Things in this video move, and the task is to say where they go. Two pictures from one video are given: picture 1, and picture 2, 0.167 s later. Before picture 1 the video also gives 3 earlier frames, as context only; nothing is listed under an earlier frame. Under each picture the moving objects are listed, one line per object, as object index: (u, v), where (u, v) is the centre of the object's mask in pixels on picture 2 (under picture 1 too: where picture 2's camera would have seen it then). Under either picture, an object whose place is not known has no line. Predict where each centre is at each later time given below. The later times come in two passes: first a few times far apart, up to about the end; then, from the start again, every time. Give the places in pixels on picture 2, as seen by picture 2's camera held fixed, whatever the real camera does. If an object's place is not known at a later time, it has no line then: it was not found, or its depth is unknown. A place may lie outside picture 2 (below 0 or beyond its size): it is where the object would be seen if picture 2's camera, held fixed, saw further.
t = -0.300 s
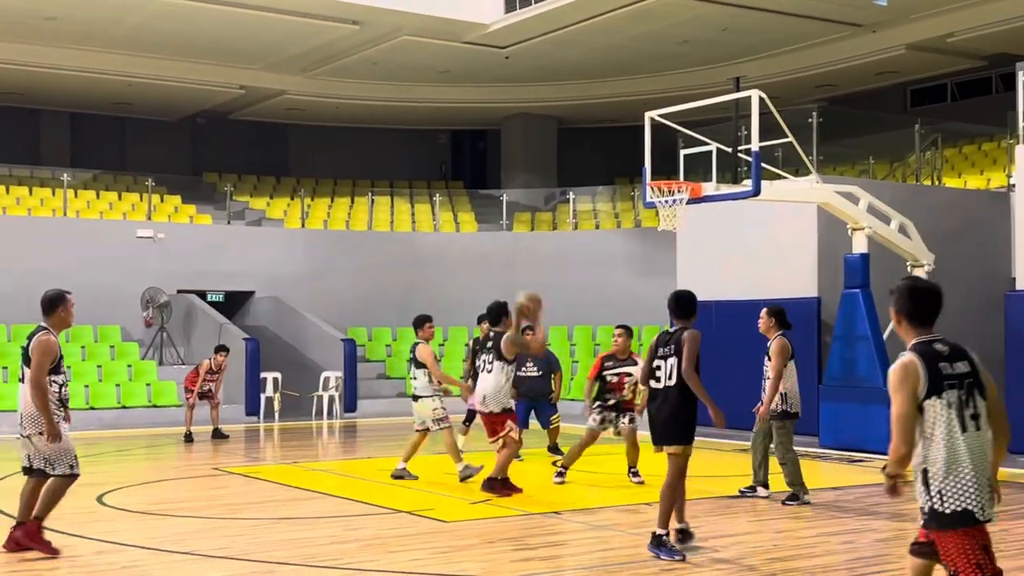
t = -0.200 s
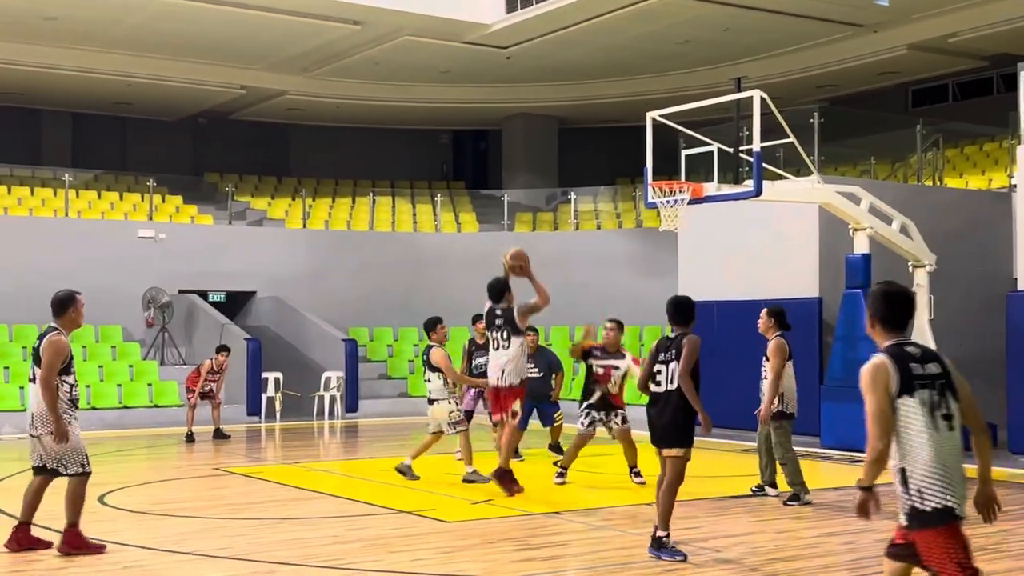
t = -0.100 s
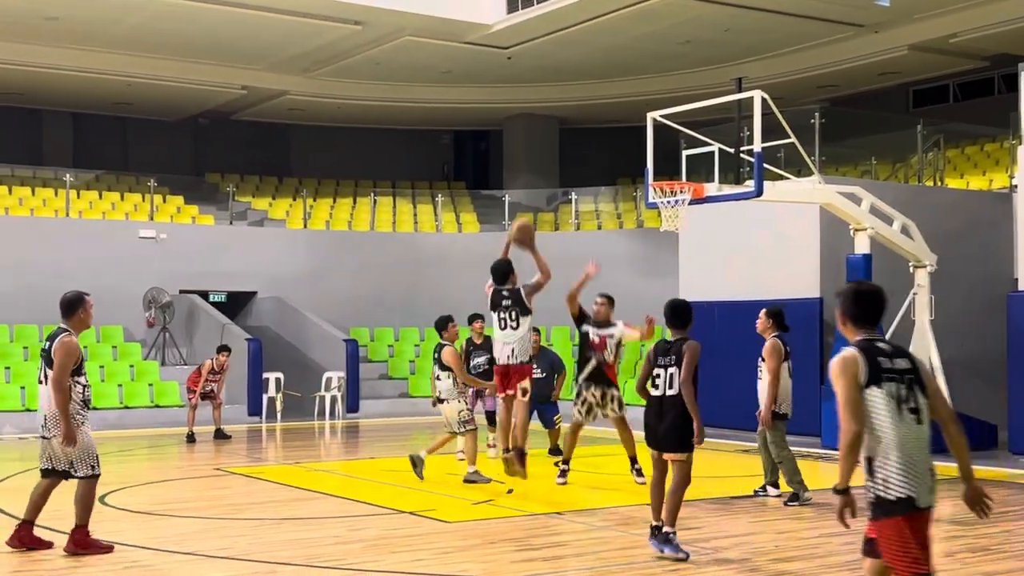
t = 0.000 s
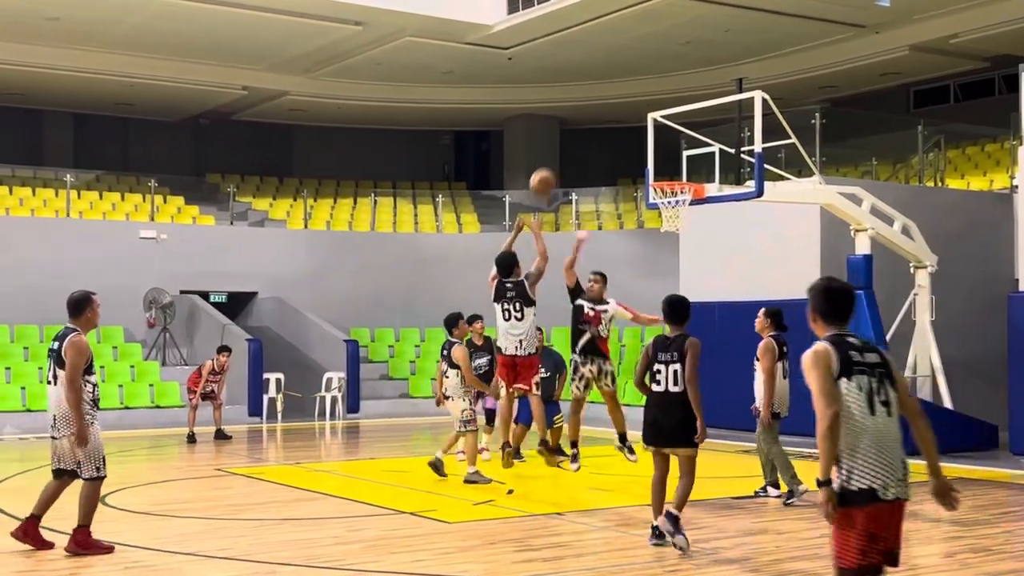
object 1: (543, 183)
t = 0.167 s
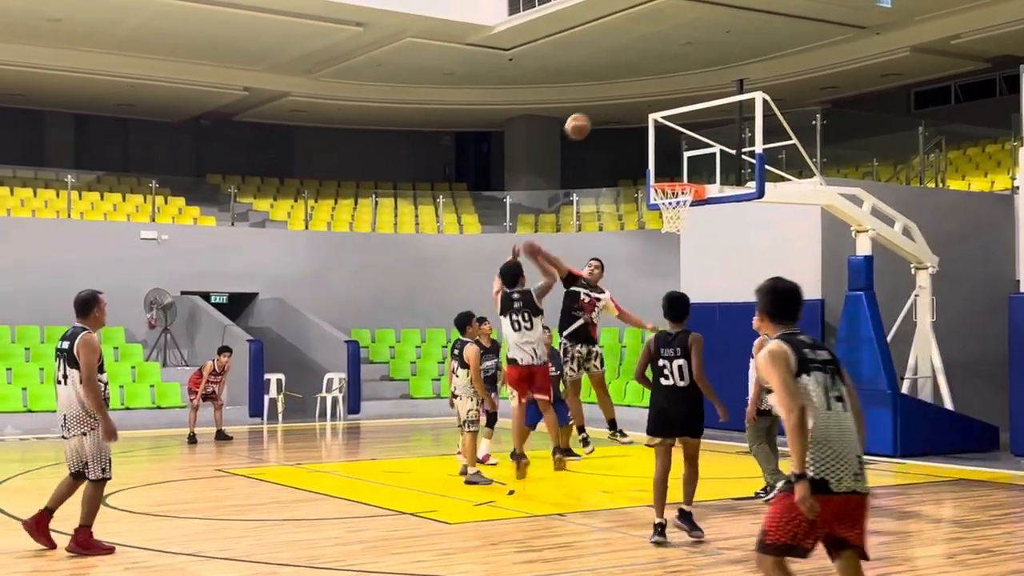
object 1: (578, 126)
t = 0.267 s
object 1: (595, 107)
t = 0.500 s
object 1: (638, 103)
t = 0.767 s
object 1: (678, 160)
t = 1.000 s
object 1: (636, 157)
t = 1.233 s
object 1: (573, 171)
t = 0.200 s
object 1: (584, 119)
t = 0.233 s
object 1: (590, 113)
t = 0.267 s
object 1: (595, 107)
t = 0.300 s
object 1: (602, 103)
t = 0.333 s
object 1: (609, 100)
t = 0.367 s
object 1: (614, 99)
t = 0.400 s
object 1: (620, 99)
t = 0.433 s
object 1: (626, 99)
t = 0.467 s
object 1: (631, 100)
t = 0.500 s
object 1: (638, 103)
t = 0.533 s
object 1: (643, 107)
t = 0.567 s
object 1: (648, 112)
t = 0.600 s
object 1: (653, 118)
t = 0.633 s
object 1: (659, 125)
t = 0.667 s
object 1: (665, 134)
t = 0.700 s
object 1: (670, 141)
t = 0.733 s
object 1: (674, 150)
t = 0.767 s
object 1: (678, 160)
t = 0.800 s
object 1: (684, 172)
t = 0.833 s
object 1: (684, 175)
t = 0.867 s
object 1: (673, 171)
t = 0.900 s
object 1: (665, 167)
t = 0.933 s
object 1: (656, 163)
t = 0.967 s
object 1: (646, 159)
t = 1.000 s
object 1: (636, 157)
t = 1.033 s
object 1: (628, 156)
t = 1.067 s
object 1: (619, 156)
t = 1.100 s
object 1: (610, 157)
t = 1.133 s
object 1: (601, 159)
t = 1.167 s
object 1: (592, 162)
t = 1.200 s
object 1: (582, 166)
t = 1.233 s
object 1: (573, 171)
